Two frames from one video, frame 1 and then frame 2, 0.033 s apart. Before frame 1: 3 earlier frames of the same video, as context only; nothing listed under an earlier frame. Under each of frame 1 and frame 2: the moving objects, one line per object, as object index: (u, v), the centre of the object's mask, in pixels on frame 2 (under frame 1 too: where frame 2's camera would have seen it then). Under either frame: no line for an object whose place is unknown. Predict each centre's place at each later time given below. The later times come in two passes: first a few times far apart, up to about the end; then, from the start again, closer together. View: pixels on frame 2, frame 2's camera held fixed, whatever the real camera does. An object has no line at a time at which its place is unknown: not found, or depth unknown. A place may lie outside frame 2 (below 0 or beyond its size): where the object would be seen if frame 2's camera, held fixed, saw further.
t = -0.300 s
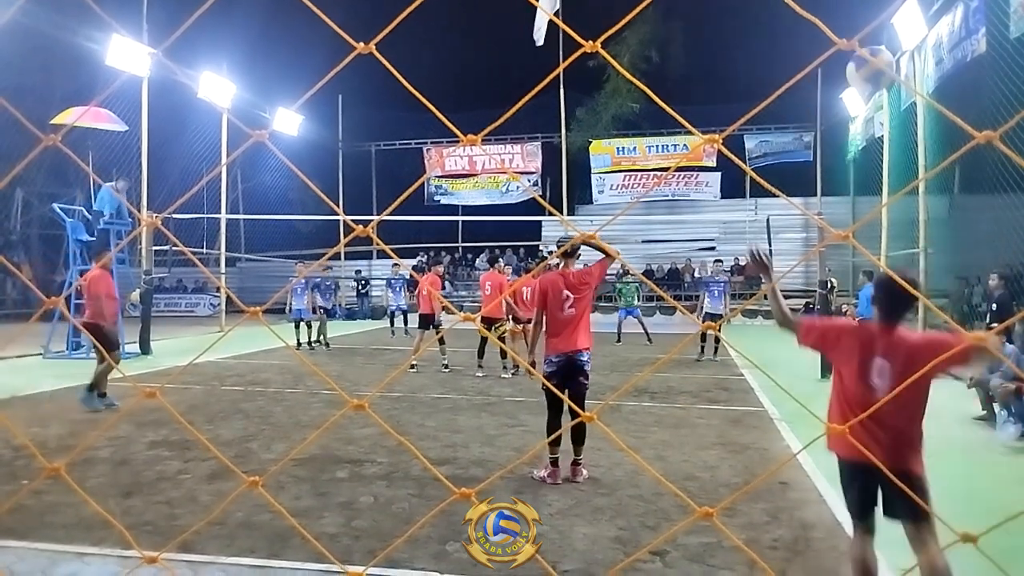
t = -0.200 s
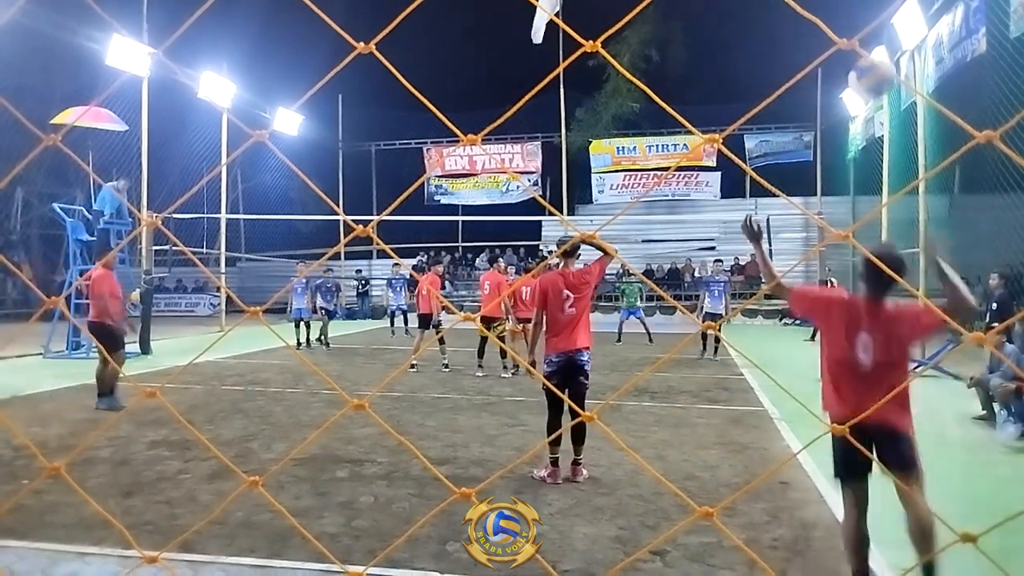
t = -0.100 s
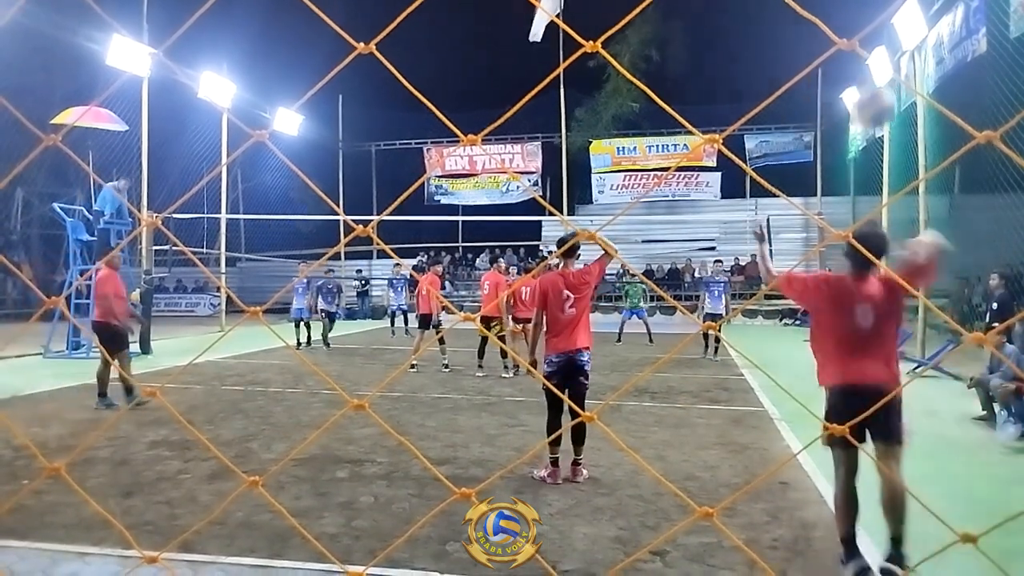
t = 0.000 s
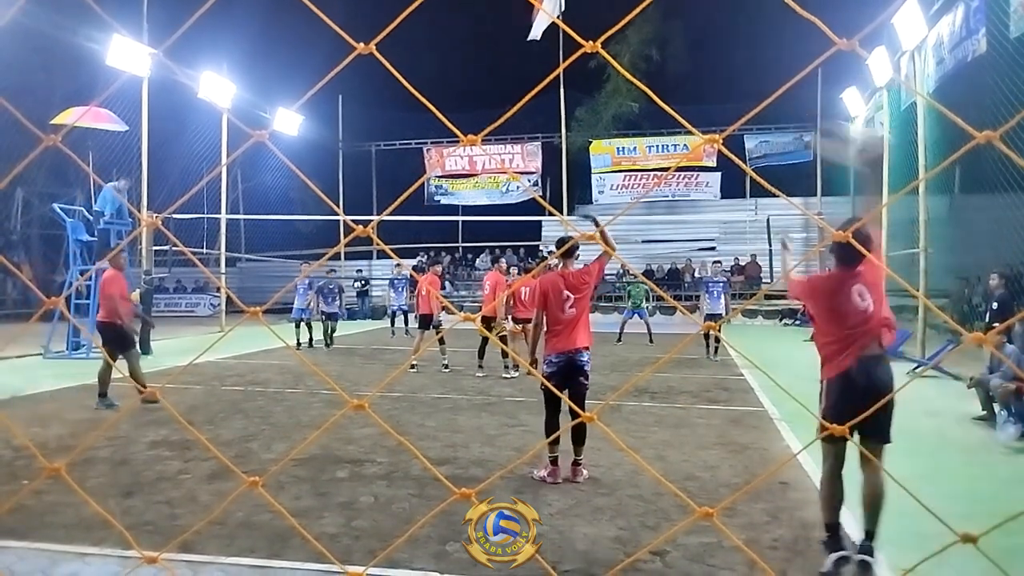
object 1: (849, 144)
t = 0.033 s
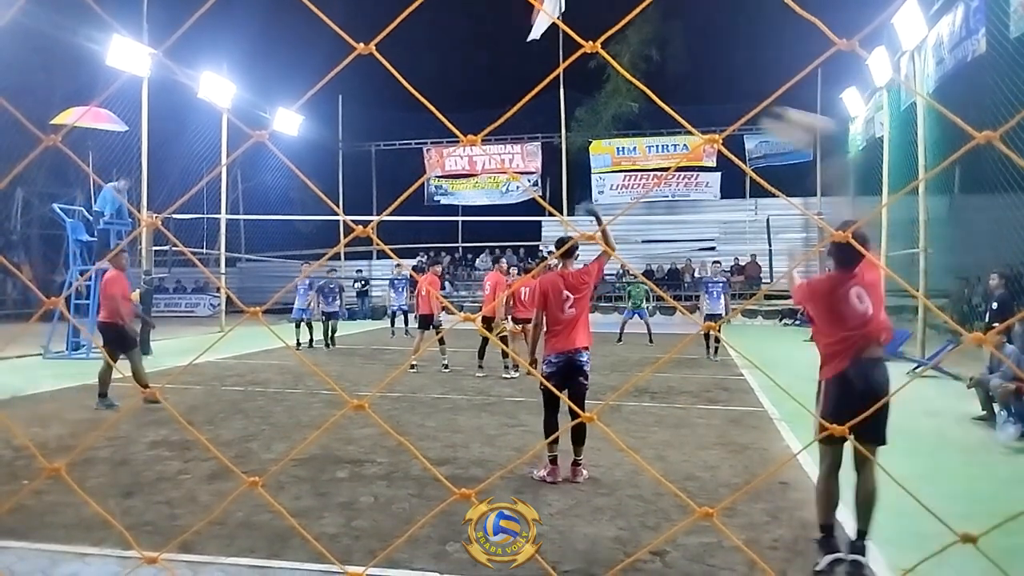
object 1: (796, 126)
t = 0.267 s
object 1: (571, 92)
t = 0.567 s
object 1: (445, 132)
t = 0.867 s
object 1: (382, 206)
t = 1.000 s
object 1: (364, 241)
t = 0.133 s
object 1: (676, 99)
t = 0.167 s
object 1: (644, 94)
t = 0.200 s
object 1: (616, 92)
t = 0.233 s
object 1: (592, 92)
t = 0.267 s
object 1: (571, 92)
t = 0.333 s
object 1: (533, 97)
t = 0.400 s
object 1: (502, 104)
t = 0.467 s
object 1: (476, 114)
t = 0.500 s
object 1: (465, 120)
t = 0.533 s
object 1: (455, 125)
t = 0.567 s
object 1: (445, 132)
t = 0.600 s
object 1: (436, 139)
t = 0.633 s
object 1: (428, 146)
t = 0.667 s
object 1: (421, 155)
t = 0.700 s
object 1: (413, 163)
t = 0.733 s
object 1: (406, 171)
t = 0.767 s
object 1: (400, 180)
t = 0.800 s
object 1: (393, 189)
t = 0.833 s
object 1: (388, 198)
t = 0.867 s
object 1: (382, 206)
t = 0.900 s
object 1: (377, 214)
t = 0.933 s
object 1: (373, 224)
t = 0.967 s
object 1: (366, 236)
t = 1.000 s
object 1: (364, 241)
